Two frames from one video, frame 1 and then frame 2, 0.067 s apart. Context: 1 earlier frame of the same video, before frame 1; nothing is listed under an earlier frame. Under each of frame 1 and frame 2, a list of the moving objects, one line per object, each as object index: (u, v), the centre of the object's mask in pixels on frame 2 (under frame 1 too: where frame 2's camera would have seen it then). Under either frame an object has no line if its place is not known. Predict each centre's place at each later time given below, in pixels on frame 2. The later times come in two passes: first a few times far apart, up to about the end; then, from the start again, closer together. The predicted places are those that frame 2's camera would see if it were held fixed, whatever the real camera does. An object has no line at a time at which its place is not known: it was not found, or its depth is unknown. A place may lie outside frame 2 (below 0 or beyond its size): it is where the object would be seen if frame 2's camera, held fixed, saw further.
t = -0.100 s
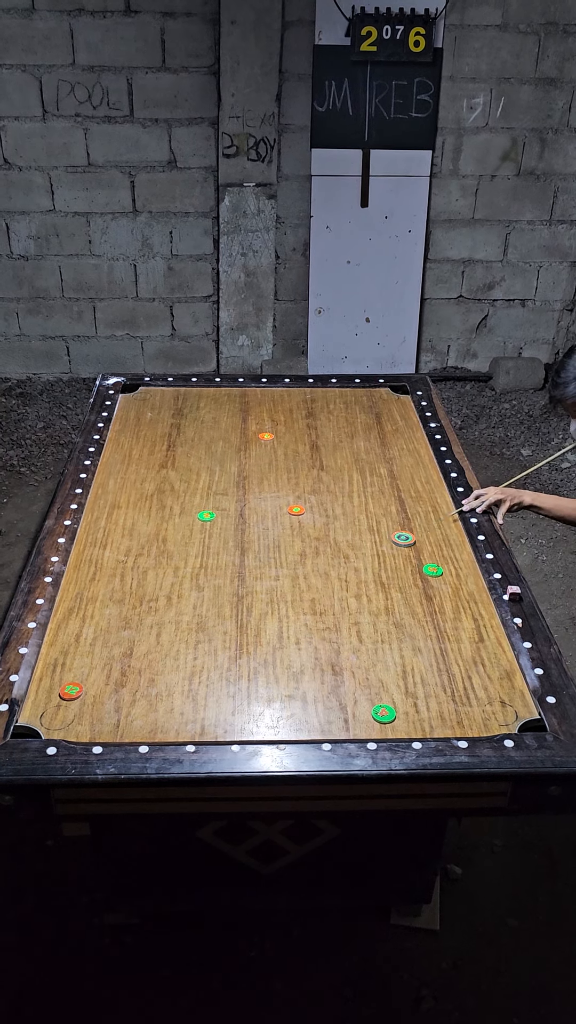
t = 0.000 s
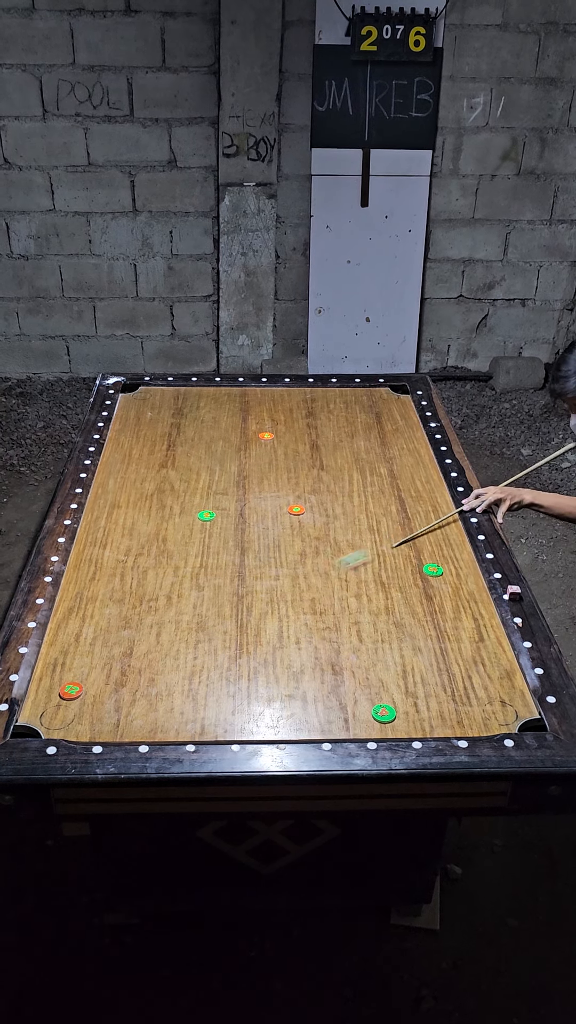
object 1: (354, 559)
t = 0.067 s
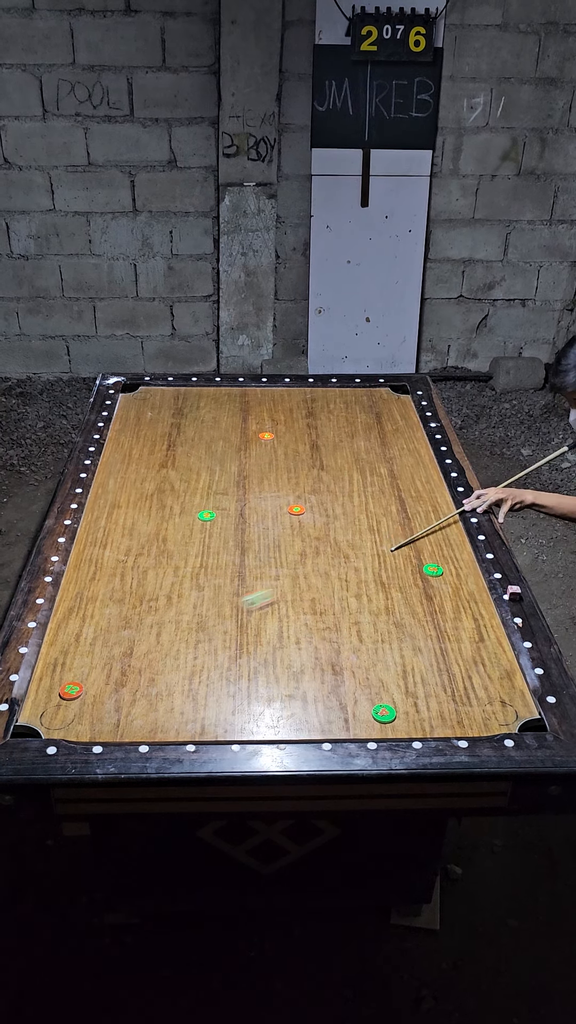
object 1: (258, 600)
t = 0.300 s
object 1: (137, 711)
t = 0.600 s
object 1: (354, 683)
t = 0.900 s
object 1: (487, 631)
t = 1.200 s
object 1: (383, 575)
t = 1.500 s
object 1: (313, 536)
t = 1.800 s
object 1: (271, 511)
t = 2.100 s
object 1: (248, 496)
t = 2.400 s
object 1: (240, 491)
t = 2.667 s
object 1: (240, 490)
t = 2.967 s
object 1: (240, 490)
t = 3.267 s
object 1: (240, 490)
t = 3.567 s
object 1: (240, 491)
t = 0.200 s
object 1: (50, 682)
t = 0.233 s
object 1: (76, 691)
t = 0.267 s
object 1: (107, 701)
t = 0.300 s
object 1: (137, 711)
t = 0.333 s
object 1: (167, 720)
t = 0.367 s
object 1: (199, 729)
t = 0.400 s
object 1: (226, 727)
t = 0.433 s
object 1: (248, 719)
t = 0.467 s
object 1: (273, 711)
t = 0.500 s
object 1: (294, 704)
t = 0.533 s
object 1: (315, 697)
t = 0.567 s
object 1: (334, 690)
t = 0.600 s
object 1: (354, 683)
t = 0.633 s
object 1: (372, 677)
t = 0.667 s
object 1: (390, 670)
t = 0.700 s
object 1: (407, 664)
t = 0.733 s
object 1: (424, 659)
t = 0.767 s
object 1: (441, 653)
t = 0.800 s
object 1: (455, 648)
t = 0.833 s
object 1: (470, 642)
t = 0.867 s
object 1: (484, 637)
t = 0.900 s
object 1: (487, 631)
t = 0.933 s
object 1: (473, 624)
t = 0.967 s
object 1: (461, 617)
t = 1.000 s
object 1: (447, 610)
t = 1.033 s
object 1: (435, 604)
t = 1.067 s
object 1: (424, 597)
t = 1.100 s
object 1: (413, 591)
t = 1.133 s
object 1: (402, 586)
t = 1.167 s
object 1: (392, 579)
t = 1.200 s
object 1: (383, 575)
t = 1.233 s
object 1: (374, 570)
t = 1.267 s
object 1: (365, 565)
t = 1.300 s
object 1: (356, 560)
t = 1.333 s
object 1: (348, 555)
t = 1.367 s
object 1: (340, 551)
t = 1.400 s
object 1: (333, 547)
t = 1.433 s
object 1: (326, 543)
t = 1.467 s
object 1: (320, 539)
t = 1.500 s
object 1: (313, 536)
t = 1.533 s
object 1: (307, 533)
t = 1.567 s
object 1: (302, 529)
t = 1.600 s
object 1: (297, 526)
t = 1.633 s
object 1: (291, 523)
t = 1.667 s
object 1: (287, 521)
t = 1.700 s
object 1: (282, 519)
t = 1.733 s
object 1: (278, 516)
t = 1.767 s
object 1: (274, 514)
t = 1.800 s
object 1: (271, 511)
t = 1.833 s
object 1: (267, 509)
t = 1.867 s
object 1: (264, 507)
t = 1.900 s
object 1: (261, 505)
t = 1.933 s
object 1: (258, 503)
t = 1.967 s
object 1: (256, 502)
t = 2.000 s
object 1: (253, 500)
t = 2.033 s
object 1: (251, 499)
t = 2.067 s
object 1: (249, 497)
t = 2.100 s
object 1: (248, 496)
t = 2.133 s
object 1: (246, 495)
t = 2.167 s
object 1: (245, 494)
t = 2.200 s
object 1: (244, 493)
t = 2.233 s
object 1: (243, 492)
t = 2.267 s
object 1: (242, 492)
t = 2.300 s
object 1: (242, 492)
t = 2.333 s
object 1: (241, 491)
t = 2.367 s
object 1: (241, 491)
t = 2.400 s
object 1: (240, 491)
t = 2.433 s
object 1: (240, 490)
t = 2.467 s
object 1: (240, 490)
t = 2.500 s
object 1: (240, 490)
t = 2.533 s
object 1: (240, 490)
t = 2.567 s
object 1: (240, 490)
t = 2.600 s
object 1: (240, 490)
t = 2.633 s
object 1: (240, 490)
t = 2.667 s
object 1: (240, 490)
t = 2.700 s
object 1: (240, 490)
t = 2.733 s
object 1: (240, 490)
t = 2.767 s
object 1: (240, 490)
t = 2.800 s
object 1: (240, 490)
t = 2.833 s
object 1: (240, 490)
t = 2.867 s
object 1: (240, 490)
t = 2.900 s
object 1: (240, 490)
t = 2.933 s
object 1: (240, 490)
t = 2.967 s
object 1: (240, 490)
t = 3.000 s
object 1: (240, 490)
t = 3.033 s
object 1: (240, 490)
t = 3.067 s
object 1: (240, 490)
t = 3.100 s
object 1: (240, 490)
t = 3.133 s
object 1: (240, 490)
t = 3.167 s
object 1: (240, 490)
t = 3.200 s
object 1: (240, 490)
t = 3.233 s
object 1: (240, 490)
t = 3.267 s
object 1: (240, 490)
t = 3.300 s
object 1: (240, 490)
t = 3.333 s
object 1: (240, 490)
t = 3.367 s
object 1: (240, 490)
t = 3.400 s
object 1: (240, 491)
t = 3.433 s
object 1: (240, 490)
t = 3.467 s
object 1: (240, 491)
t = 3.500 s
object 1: (240, 491)
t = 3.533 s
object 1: (240, 490)
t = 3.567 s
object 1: (240, 491)
